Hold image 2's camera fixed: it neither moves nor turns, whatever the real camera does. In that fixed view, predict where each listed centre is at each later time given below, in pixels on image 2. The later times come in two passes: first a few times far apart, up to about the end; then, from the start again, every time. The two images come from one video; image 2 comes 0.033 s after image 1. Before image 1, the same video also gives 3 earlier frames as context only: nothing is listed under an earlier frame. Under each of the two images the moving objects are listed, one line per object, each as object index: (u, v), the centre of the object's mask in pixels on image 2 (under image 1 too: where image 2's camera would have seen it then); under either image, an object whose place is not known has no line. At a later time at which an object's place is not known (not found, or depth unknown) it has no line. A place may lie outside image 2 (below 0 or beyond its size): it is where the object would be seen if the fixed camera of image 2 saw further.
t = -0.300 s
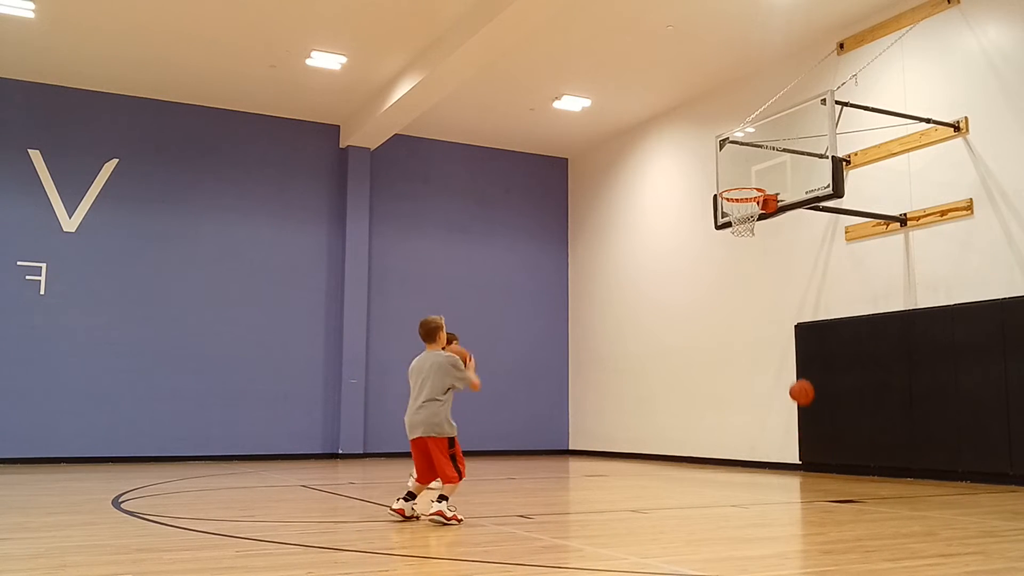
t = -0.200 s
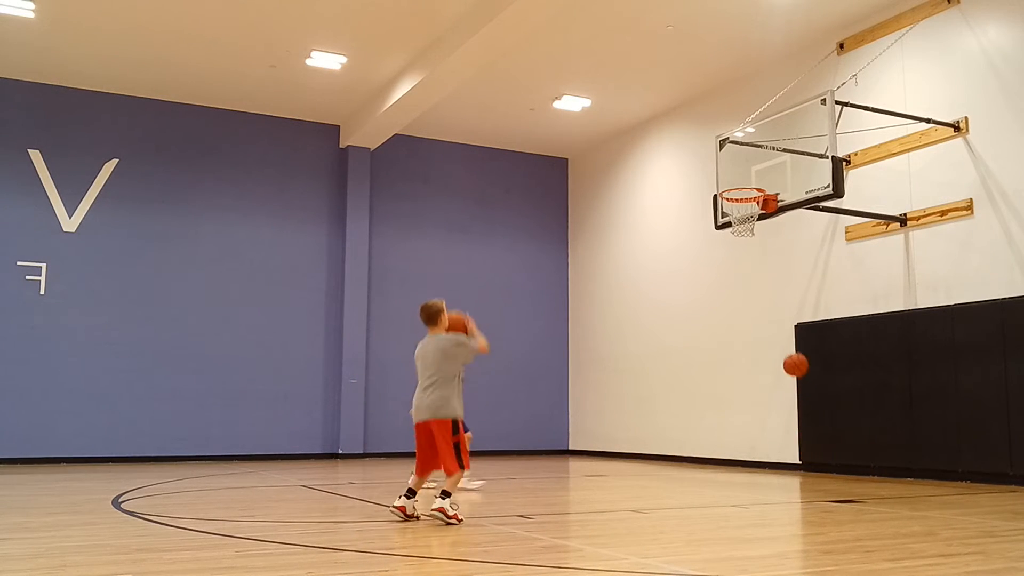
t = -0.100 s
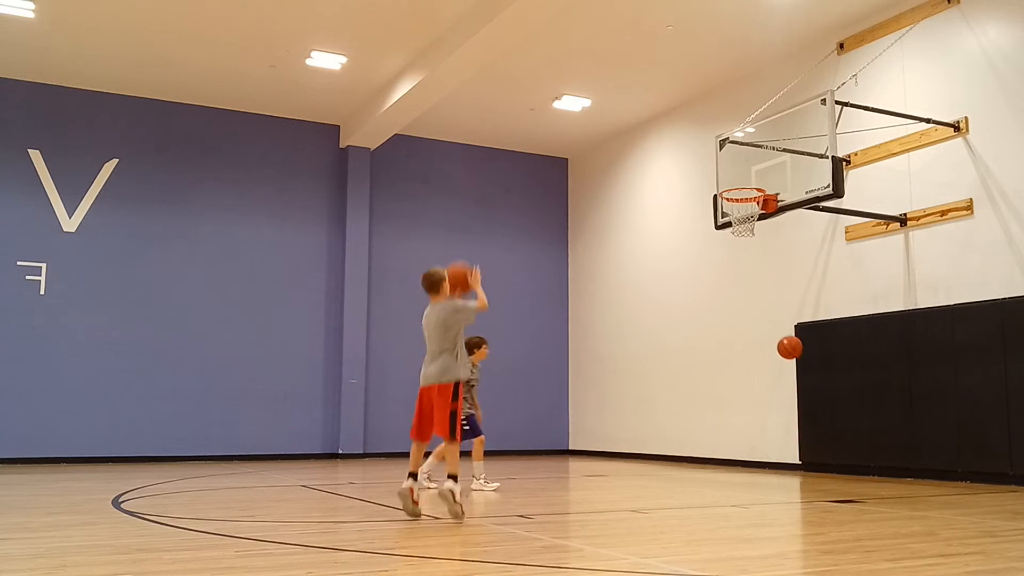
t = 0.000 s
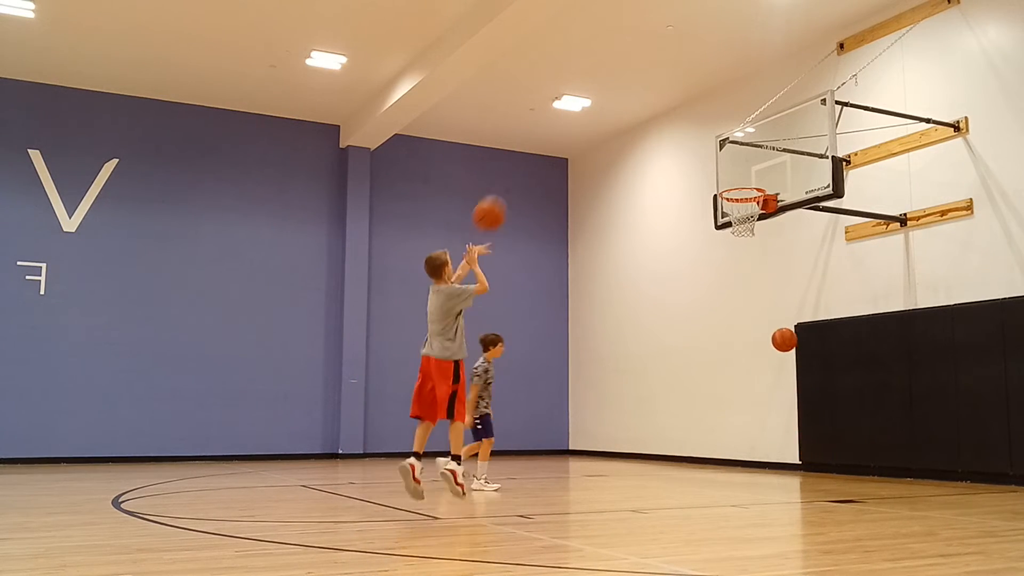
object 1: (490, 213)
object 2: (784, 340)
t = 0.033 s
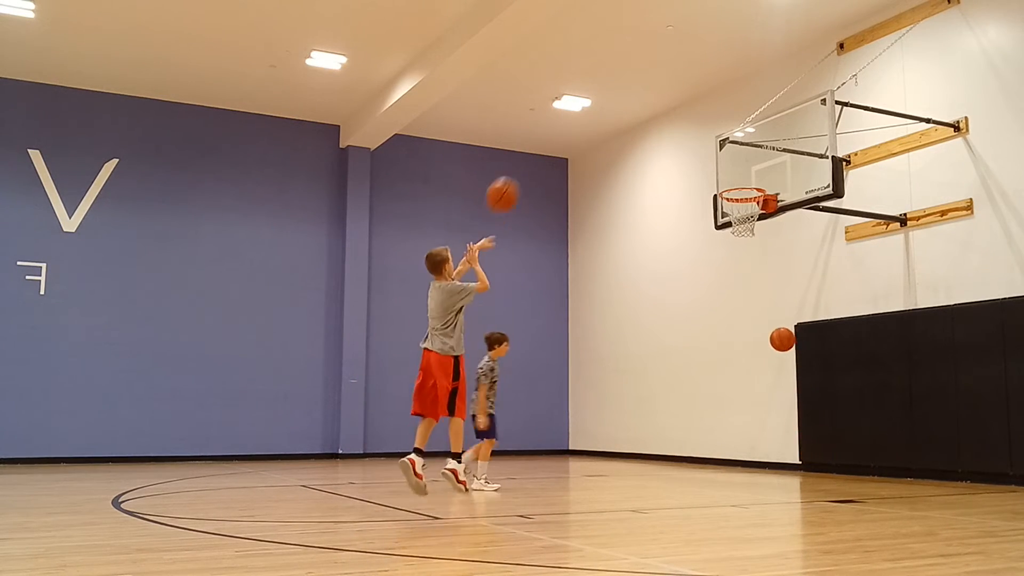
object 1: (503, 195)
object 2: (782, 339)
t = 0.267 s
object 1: (584, 109)
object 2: (771, 368)
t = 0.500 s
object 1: (651, 91)
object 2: (761, 458)
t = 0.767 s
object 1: (717, 135)
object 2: (749, 417)
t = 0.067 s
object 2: (781, 340)
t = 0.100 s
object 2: (779, 342)
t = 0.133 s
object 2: (777, 345)
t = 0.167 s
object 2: (776, 349)
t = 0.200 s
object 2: (774, 354)
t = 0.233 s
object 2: (772, 360)
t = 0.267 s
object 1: (584, 109)
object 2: (771, 368)
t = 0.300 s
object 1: (595, 102)
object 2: (769, 377)
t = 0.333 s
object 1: (604, 97)
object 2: (768, 387)
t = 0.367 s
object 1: (614, 94)
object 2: (766, 398)
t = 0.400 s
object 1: (623, 91)
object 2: (765, 411)
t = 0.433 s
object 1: (633, 90)
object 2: (764, 425)
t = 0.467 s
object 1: (642, 90)
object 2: (762, 440)
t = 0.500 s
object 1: (651, 91)
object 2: (761, 458)
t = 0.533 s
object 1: (659, 93)
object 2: (760, 473)
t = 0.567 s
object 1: (668, 96)
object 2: (758, 473)
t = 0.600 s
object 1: (677, 100)
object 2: (757, 462)
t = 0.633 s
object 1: (685, 105)
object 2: (755, 451)
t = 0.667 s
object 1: (693, 111)
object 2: (754, 441)
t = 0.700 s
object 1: (701, 118)
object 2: (752, 432)
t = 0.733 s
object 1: (709, 125)
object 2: (751, 424)
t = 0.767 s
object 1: (717, 135)
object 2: (749, 417)
